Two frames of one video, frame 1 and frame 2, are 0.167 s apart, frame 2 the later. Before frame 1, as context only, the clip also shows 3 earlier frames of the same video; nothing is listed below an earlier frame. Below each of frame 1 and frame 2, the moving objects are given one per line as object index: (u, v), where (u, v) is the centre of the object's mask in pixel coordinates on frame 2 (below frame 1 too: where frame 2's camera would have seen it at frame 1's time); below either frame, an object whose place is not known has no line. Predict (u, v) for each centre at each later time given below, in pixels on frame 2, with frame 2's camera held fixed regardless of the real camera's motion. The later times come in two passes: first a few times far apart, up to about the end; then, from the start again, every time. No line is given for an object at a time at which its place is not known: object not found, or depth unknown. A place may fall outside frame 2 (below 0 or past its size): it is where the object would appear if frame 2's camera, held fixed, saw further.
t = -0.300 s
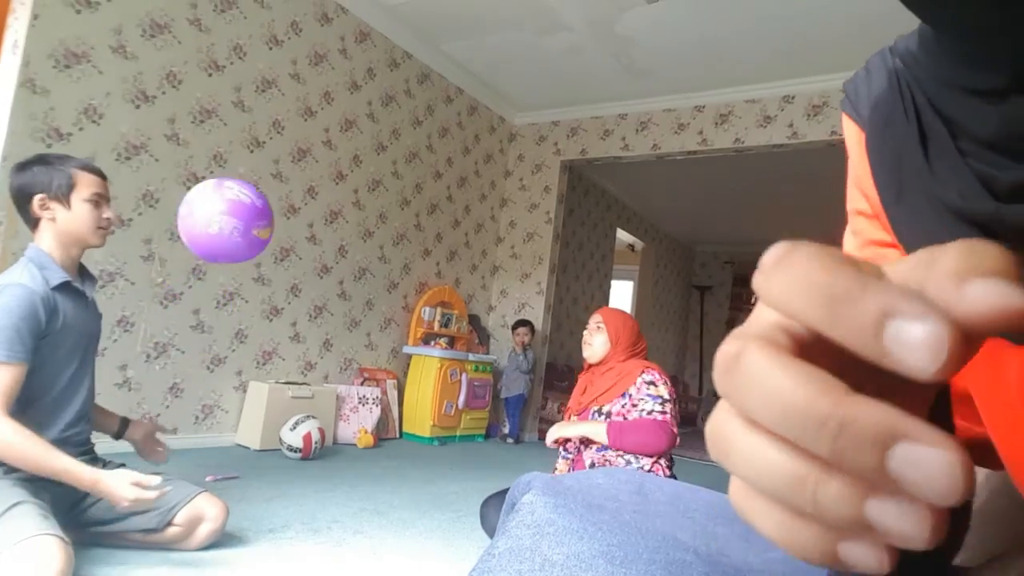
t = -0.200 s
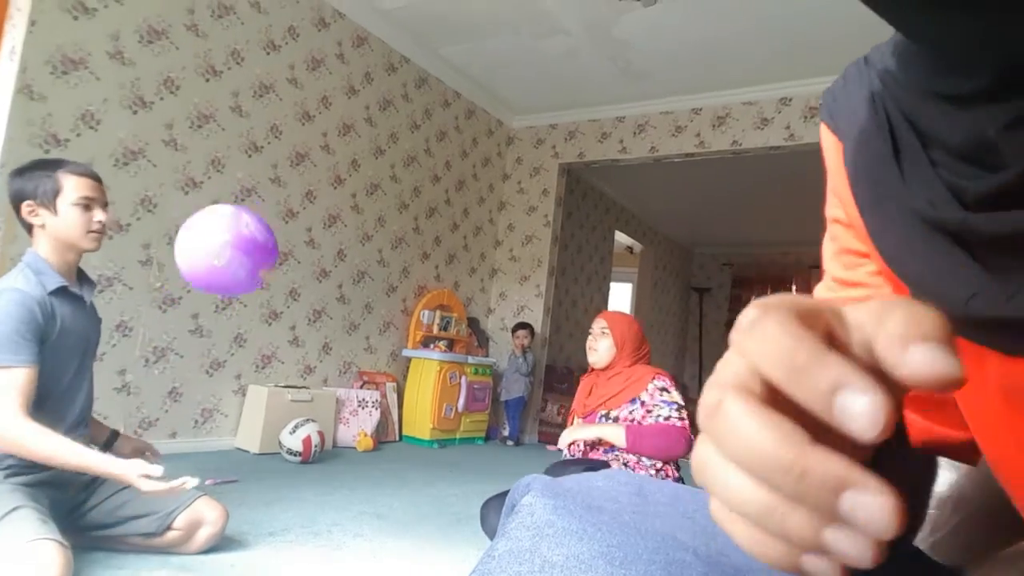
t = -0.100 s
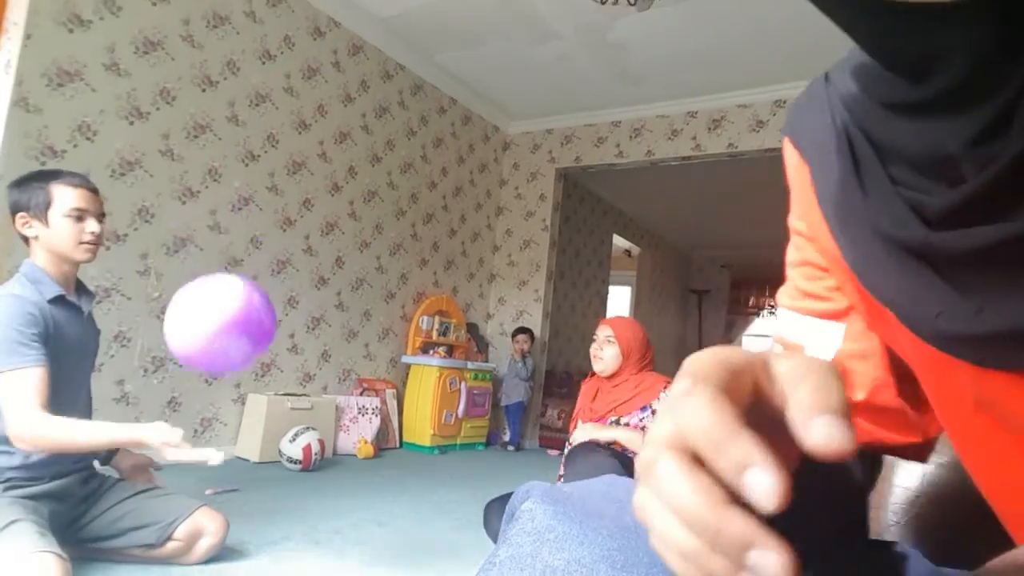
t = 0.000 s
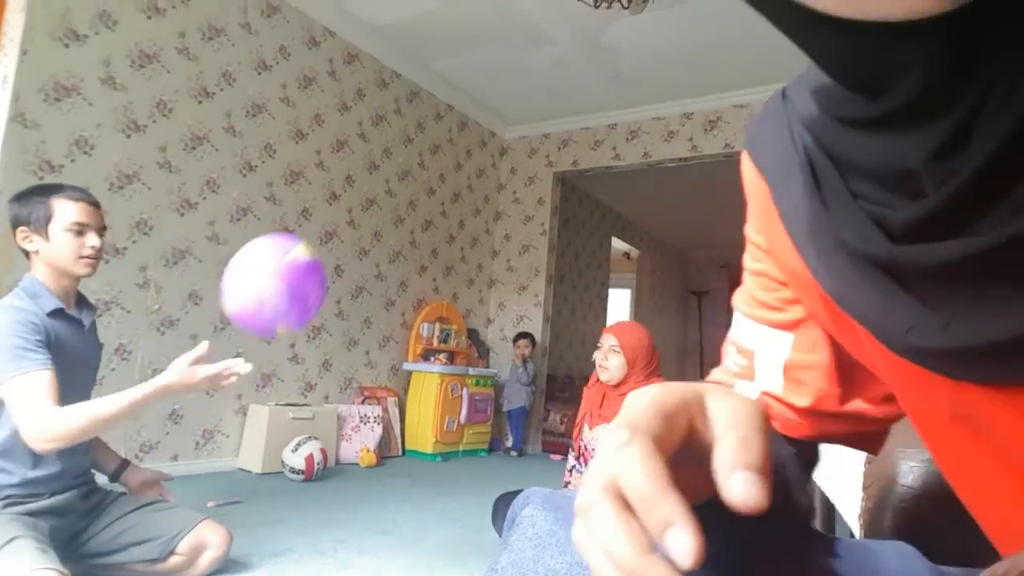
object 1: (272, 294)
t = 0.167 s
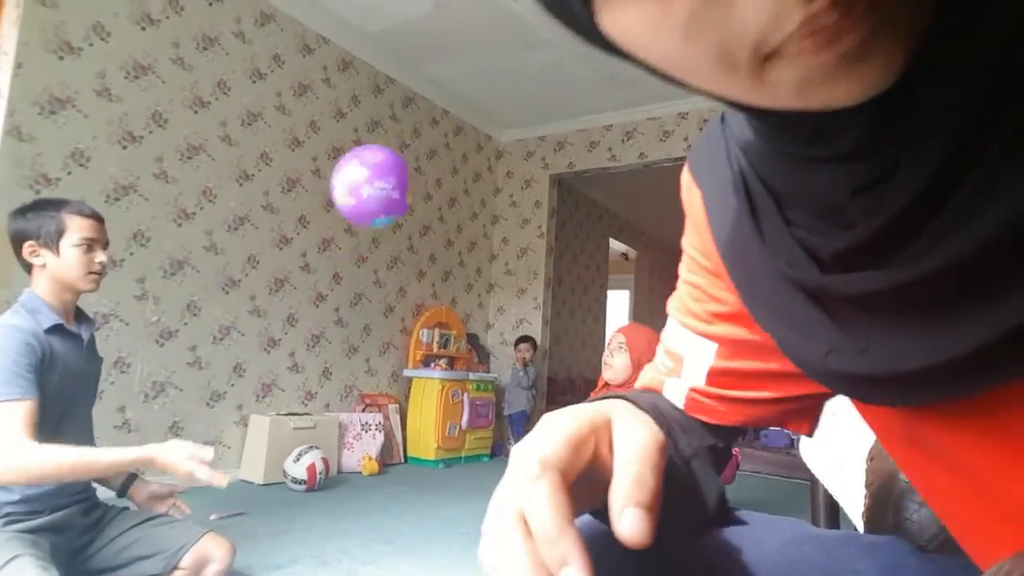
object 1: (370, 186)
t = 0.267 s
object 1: (413, 176)
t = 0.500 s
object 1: (476, 253)
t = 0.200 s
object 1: (386, 179)
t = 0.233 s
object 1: (399, 176)
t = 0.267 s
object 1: (413, 176)
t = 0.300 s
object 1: (424, 179)
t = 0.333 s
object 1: (434, 185)
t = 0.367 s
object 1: (444, 193)
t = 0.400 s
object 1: (453, 204)
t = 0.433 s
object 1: (461, 218)
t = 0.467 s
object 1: (469, 235)
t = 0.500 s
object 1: (476, 253)
